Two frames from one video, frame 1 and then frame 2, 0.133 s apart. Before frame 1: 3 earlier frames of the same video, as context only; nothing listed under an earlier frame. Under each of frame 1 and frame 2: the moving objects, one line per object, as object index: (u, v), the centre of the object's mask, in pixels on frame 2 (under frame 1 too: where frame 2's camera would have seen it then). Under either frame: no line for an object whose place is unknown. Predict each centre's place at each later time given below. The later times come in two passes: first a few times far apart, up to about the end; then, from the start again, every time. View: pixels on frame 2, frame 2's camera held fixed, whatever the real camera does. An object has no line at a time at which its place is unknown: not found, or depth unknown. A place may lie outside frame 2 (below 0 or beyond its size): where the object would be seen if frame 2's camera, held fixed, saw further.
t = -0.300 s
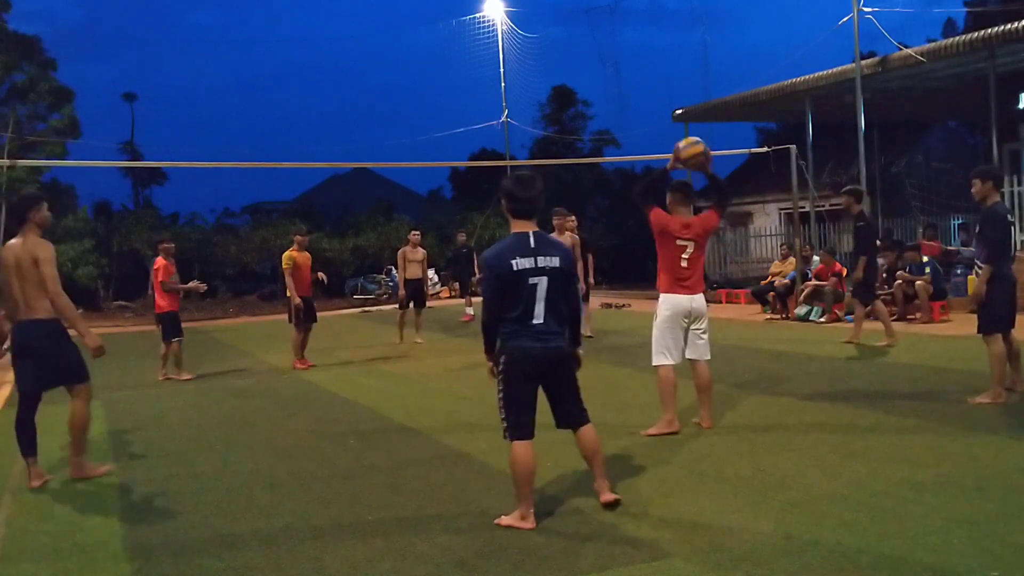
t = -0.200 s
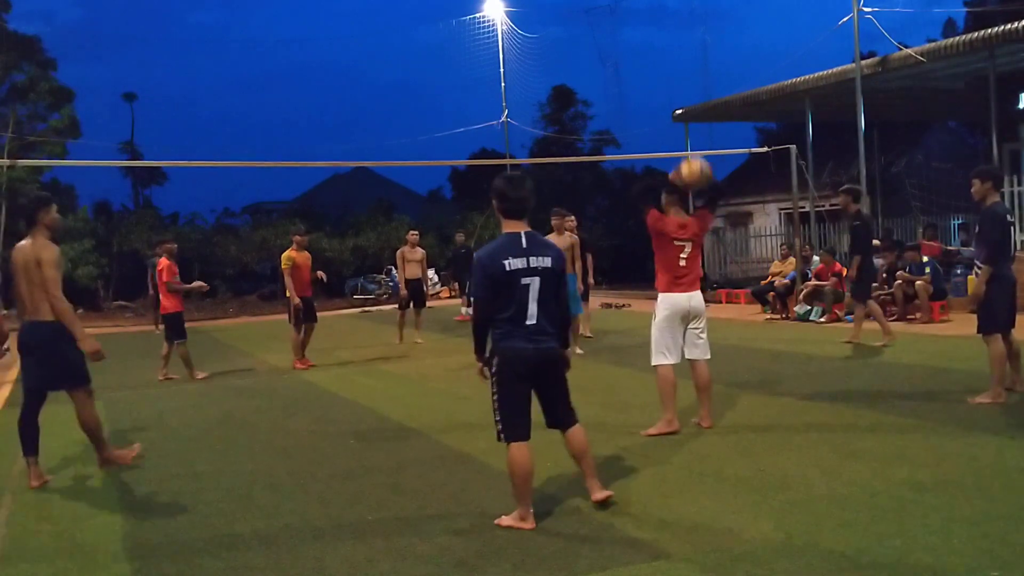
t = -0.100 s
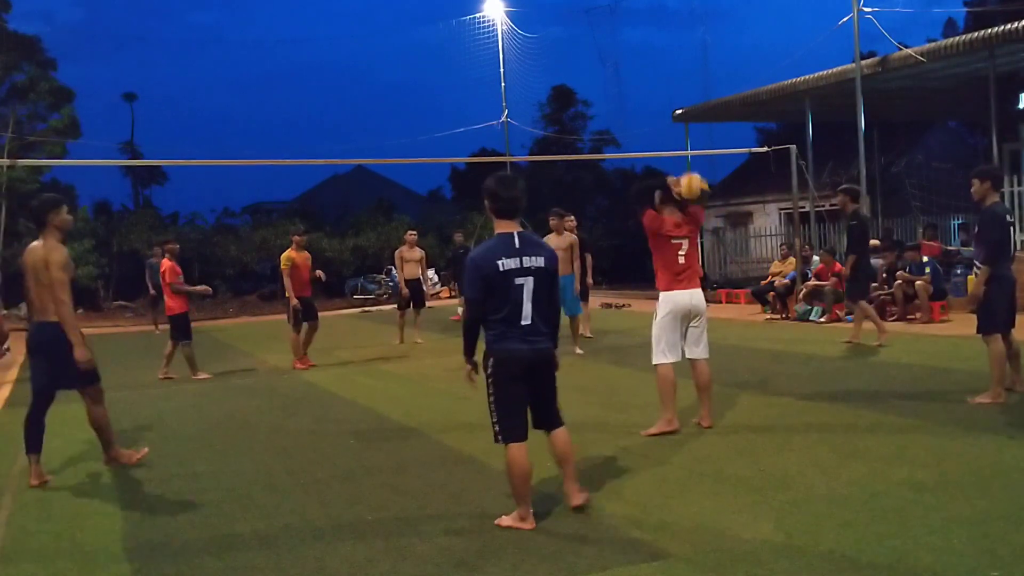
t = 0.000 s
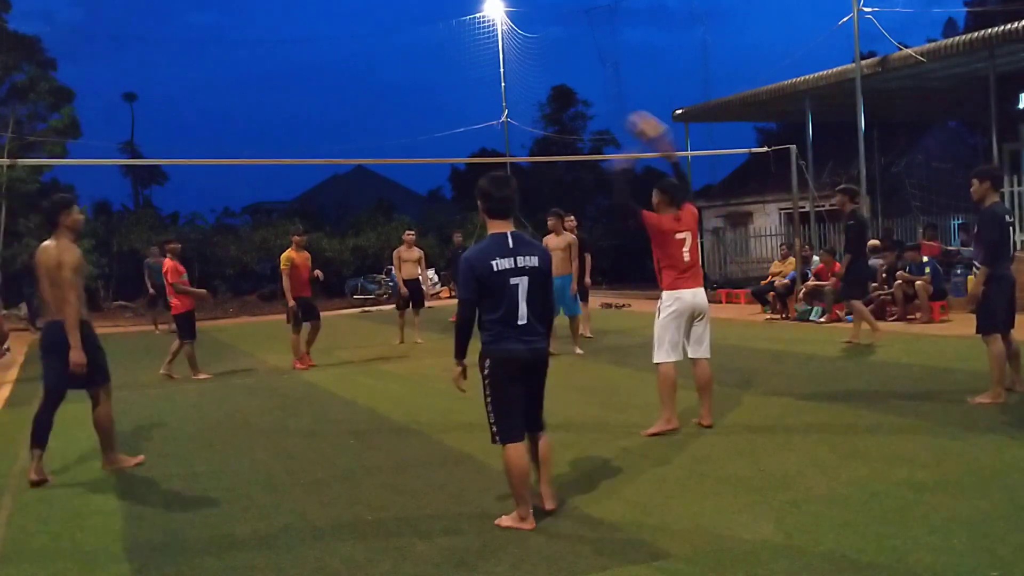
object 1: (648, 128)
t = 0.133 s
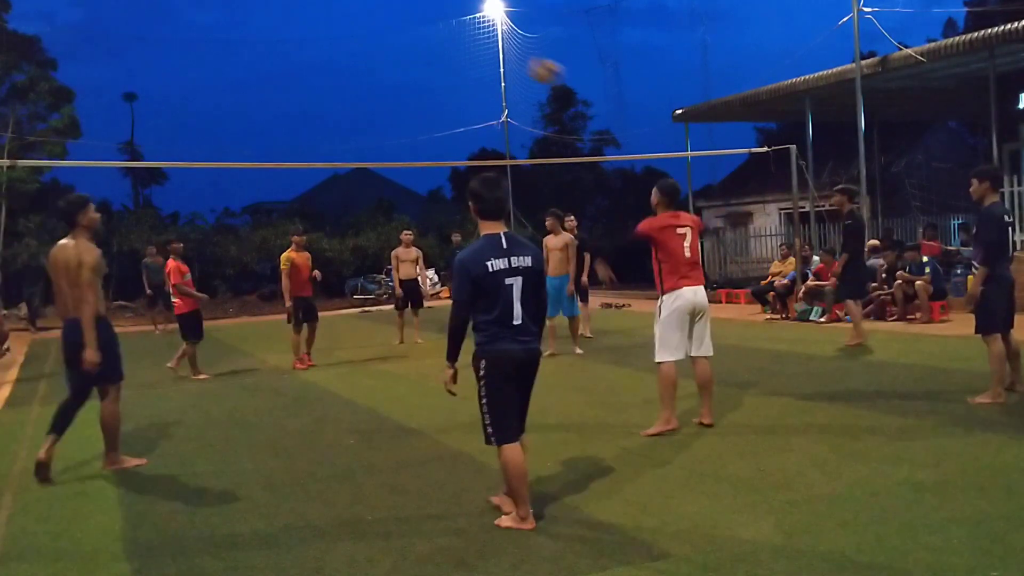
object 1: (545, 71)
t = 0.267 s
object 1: (464, 45)
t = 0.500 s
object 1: (367, 50)
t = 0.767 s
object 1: (297, 103)
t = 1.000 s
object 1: (257, 178)
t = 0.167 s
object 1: (523, 62)
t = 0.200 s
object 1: (501, 55)
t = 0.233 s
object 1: (482, 50)
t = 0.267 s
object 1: (464, 45)
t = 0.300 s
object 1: (448, 43)
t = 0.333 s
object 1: (433, 42)
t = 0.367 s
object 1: (418, 41)
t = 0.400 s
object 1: (404, 42)
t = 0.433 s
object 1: (391, 44)
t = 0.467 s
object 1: (377, 47)
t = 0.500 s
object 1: (367, 50)
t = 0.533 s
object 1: (355, 53)
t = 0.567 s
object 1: (346, 58)
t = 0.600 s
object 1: (337, 64)
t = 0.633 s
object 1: (327, 70)
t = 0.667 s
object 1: (319, 78)
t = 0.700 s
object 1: (312, 85)
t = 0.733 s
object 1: (304, 94)
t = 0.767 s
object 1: (297, 103)
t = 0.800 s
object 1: (290, 112)
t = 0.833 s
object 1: (283, 122)
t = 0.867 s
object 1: (277, 132)
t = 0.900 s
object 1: (272, 142)
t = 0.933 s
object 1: (267, 153)
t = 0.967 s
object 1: (262, 166)
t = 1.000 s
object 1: (257, 178)
